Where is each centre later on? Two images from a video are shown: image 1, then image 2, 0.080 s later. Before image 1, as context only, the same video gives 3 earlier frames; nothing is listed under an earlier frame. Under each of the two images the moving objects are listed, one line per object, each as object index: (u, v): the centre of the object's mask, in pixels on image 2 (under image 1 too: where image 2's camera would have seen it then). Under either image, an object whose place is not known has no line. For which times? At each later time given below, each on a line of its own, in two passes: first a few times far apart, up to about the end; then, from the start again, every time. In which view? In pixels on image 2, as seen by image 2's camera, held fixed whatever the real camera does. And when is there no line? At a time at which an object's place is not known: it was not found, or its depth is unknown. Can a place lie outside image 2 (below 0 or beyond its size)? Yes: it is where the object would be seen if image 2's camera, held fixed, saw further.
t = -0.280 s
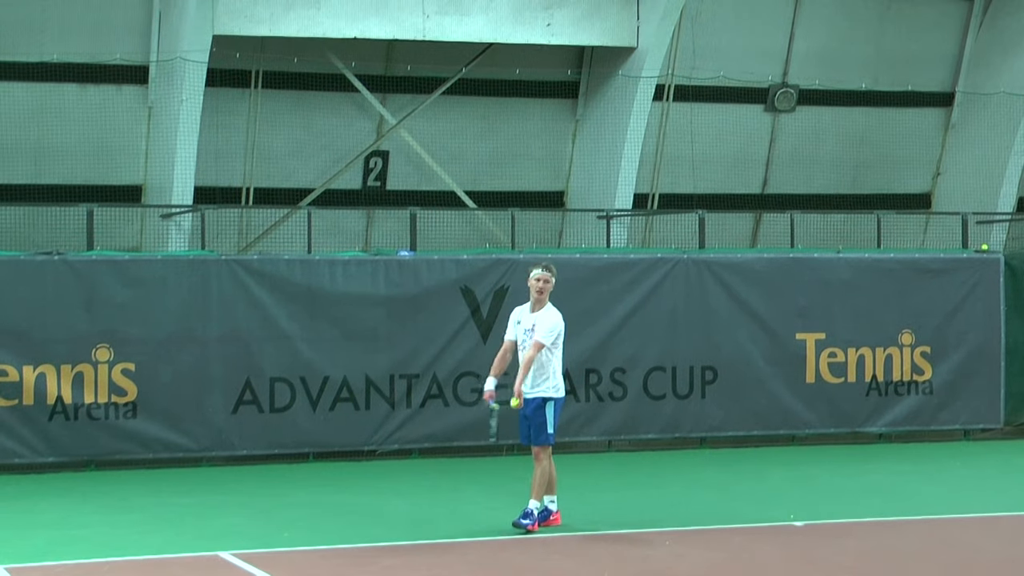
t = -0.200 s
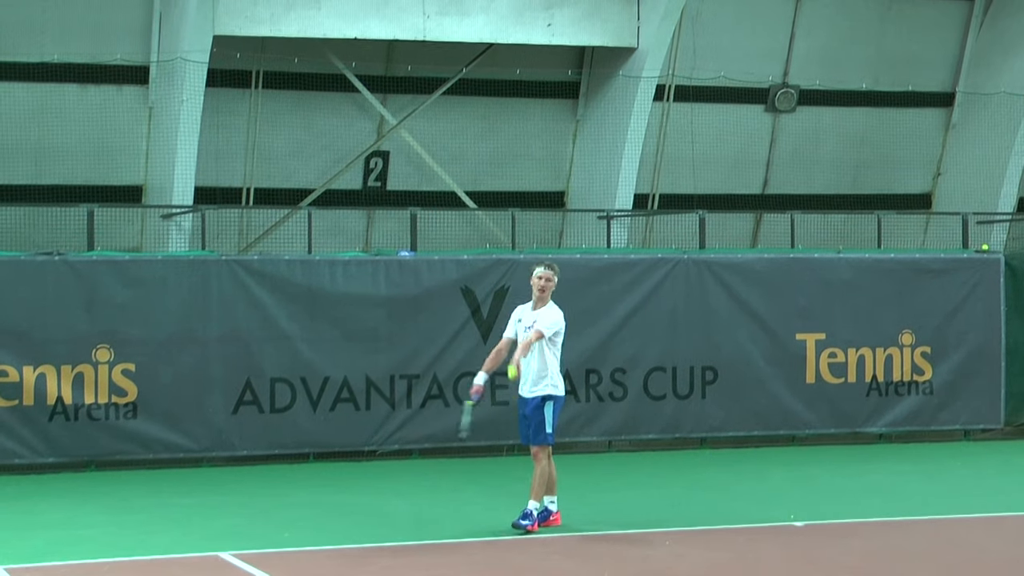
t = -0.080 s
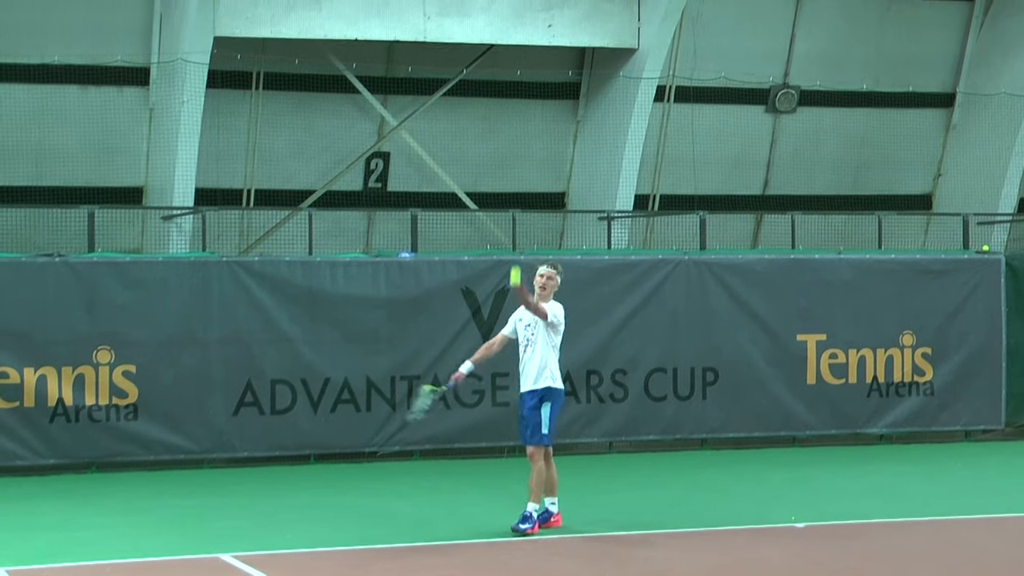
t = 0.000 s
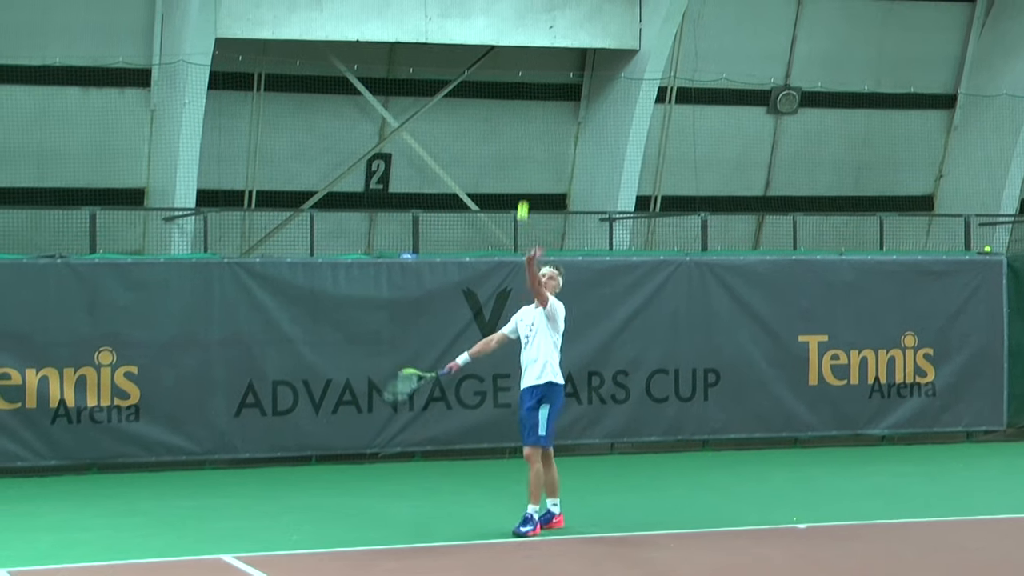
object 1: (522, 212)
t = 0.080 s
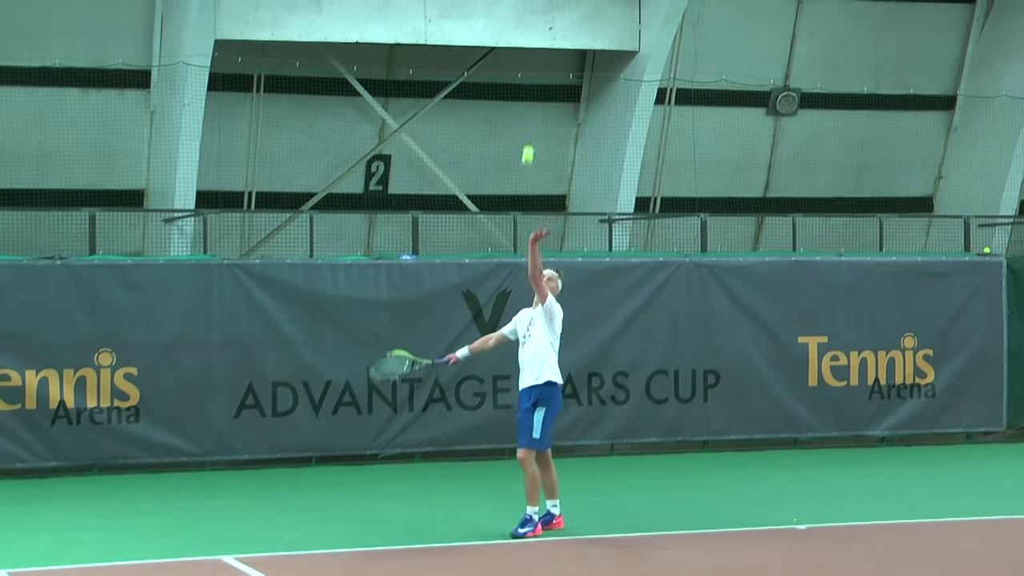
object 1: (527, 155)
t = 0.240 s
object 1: (538, 70)
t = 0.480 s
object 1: (555, 12)
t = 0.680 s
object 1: (570, 28)
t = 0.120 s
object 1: (530, 130)
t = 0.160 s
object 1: (533, 107)
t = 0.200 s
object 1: (536, 88)
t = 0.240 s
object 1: (538, 70)
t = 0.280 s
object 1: (541, 55)
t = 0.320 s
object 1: (545, 41)
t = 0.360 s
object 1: (547, 29)
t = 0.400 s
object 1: (550, 21)
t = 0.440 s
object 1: (553, 15)
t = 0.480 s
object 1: (555, 12)
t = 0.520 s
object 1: (558, 11)
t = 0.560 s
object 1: (561, 12)
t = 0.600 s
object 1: (564, 15)
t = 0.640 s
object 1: (567, 20)
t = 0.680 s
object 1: (570, 28)
